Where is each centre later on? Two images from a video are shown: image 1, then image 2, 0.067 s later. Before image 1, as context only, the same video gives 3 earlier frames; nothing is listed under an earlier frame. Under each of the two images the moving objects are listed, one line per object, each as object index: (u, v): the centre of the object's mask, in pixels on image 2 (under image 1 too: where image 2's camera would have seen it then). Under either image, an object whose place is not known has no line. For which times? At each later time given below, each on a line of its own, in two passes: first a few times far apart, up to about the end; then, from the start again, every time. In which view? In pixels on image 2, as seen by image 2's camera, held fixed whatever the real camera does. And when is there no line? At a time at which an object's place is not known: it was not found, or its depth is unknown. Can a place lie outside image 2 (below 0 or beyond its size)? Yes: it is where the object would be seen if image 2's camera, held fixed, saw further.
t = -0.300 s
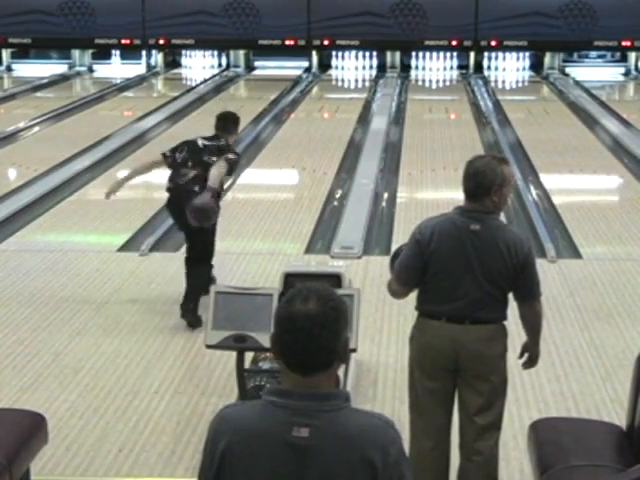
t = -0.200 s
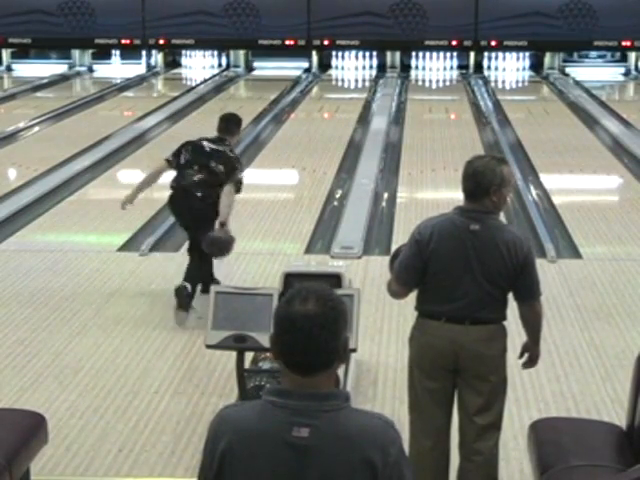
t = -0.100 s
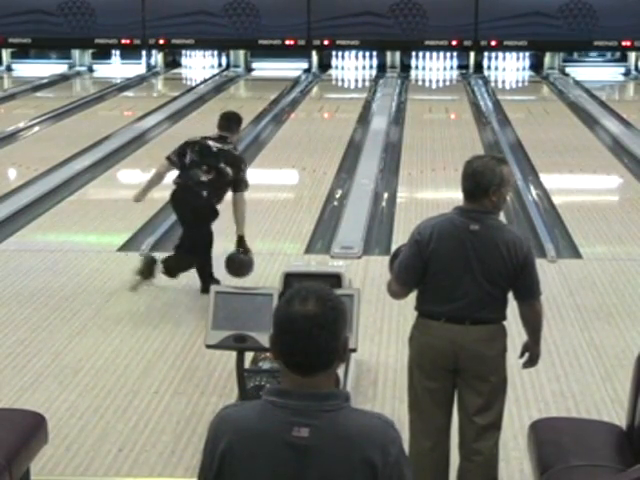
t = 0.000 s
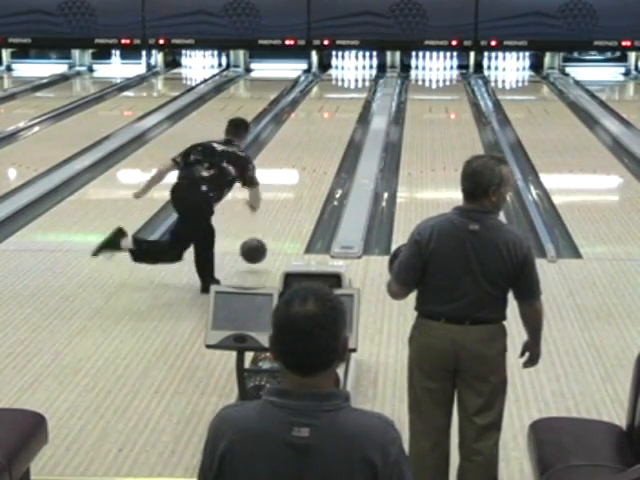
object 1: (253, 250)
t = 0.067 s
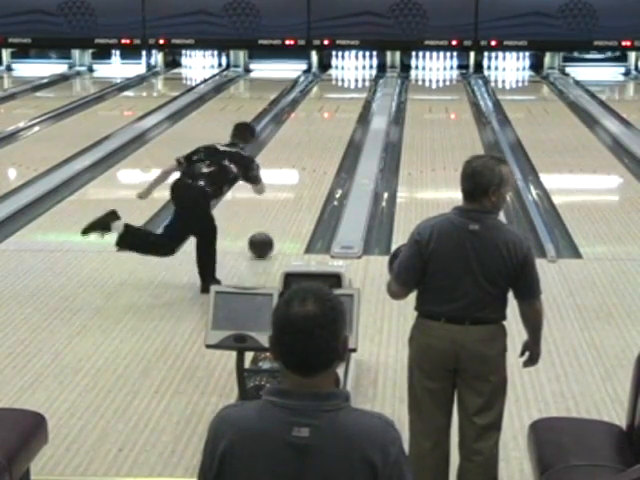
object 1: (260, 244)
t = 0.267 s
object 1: (279, 211)
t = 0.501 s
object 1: (295, 181)
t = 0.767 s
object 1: (308, 154)
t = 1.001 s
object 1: (317, 136)
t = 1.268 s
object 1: (325, 118)
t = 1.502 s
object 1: (331, 107)
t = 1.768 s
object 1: (337, 95)
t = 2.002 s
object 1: (339, 85)
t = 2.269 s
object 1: (341, 77)
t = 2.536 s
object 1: (341, 70)
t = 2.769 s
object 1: (340, 65)
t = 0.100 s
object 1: (264, 237)
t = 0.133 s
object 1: (267, 231)
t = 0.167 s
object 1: (270, 227)
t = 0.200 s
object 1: (273, 221)
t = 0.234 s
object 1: (276, 216)
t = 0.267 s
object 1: (279, 211)
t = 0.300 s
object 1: (281, 206)
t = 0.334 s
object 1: (283, 202)
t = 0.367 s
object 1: (286, 197)
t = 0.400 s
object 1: (288, 193)
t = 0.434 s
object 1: (291, 189)
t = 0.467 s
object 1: (293, 185)
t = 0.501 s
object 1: (295, 181)
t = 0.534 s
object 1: (297, 177)
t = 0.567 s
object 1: (299, 173)
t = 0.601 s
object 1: (300, 170)
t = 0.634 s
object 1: (302, 166)
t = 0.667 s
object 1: (303, 163)
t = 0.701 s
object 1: (305, 160)
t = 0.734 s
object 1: (307, 157)
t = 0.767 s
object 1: (308, 154)
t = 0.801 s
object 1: (310, 151)
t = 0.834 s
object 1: (311, 148)
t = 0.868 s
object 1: (312, 145)
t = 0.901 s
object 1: (314, 143)
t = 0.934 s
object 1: (315, 140)
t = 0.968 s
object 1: (316, 138)
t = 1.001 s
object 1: (317, 136)
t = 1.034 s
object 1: (318, 133)
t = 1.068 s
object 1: (320, 131)
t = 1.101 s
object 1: (320, 129)
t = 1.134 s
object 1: (322, 127)
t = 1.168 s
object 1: (323, 124)
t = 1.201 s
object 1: (324, 123)
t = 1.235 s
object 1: (325, 121)
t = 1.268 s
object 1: (325, 118)
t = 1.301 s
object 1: (326, 117)
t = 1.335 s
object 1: (327, 115)
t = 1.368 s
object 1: (328, 113)
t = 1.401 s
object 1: (329, 111)
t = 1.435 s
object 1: (330, 110)
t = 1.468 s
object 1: (331, 108)
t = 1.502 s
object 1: (331, 107)
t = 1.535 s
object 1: (332, 105)
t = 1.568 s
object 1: (333, 104)
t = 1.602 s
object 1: (333, 102)
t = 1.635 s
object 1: (334, 101)
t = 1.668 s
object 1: (335, 99)
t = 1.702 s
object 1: (335, 97)
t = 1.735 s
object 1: (336, 96)
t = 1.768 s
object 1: (337, 95)
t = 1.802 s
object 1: (337, 92)
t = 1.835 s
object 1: (338, 91)
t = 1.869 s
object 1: (338, 90)
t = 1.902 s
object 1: (338, 89)
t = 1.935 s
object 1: (339, 88)
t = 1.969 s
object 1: (339, 87)
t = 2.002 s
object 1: (339, 85)
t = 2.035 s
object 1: (340, 84)
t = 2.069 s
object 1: (340, 83)
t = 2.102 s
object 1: (340, 82)
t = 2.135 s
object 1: (341, 81)
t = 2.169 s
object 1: (341, 80)
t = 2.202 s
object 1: (341, 79)
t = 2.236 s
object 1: (341, 78)
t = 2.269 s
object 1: (341, 77)
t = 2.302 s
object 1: (341, 76)
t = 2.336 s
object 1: (342, 75)
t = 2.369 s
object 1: (342, 74)
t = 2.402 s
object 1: (342, 74)
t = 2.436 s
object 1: (341, 72)
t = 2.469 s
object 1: (342, 72)
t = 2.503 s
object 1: (341, 71)
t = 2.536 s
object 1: (341, 70)
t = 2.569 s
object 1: (342, 69)
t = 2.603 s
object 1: (342, 69)
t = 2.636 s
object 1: (340, 69)
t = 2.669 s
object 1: (340, 68)
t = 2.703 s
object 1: (340, 66)
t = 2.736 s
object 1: (340, 65)
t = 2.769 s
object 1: (340, 65)
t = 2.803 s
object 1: (339, 65)
